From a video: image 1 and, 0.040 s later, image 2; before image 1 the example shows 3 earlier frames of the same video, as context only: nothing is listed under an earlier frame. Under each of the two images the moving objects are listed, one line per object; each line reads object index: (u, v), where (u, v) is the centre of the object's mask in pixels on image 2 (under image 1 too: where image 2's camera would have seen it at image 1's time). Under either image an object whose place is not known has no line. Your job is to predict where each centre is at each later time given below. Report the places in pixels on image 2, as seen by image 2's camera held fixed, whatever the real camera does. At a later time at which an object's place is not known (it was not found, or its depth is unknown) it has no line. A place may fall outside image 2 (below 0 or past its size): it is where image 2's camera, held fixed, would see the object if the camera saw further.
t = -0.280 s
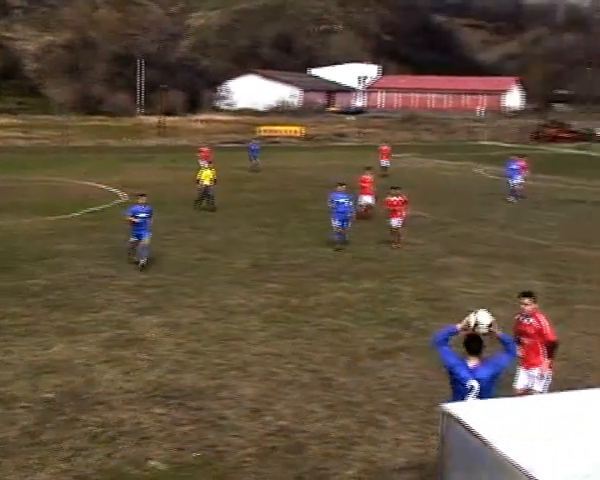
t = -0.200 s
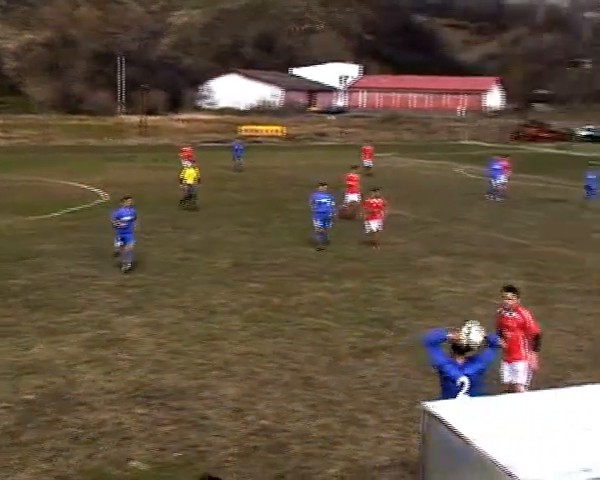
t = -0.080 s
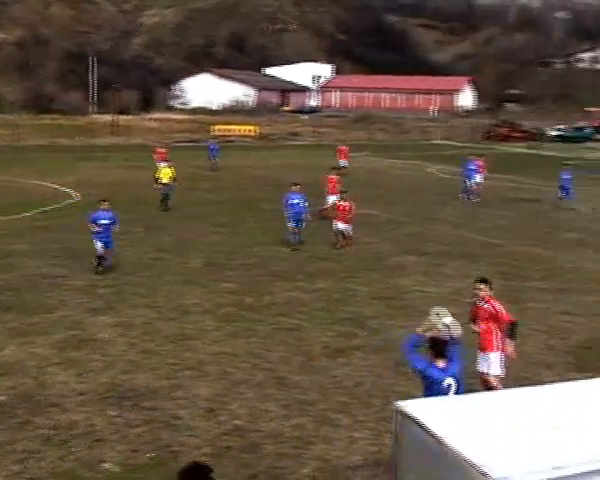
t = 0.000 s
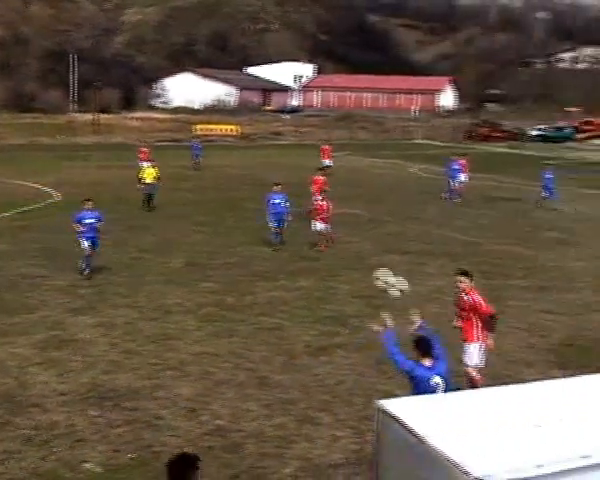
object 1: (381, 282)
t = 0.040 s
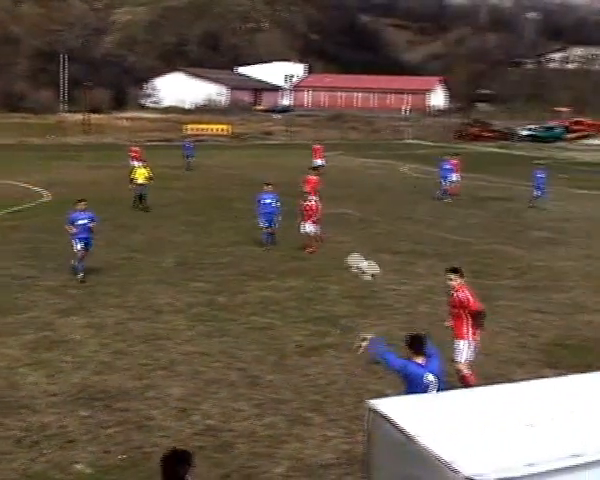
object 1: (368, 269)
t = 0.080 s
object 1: (352, 256)
